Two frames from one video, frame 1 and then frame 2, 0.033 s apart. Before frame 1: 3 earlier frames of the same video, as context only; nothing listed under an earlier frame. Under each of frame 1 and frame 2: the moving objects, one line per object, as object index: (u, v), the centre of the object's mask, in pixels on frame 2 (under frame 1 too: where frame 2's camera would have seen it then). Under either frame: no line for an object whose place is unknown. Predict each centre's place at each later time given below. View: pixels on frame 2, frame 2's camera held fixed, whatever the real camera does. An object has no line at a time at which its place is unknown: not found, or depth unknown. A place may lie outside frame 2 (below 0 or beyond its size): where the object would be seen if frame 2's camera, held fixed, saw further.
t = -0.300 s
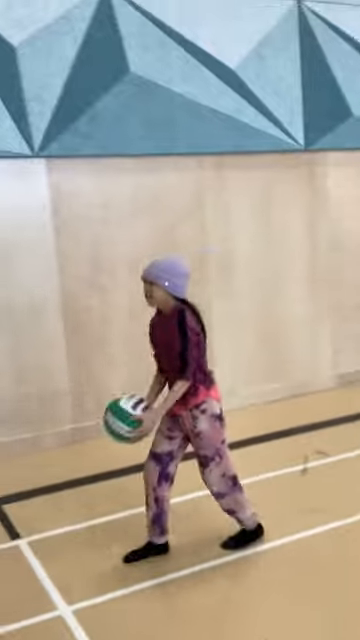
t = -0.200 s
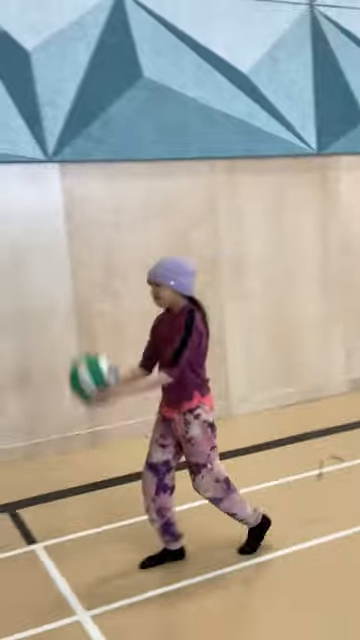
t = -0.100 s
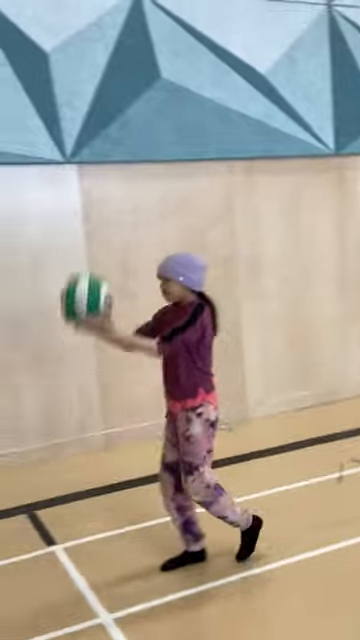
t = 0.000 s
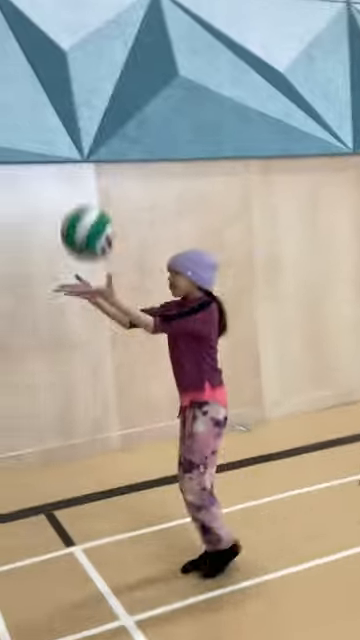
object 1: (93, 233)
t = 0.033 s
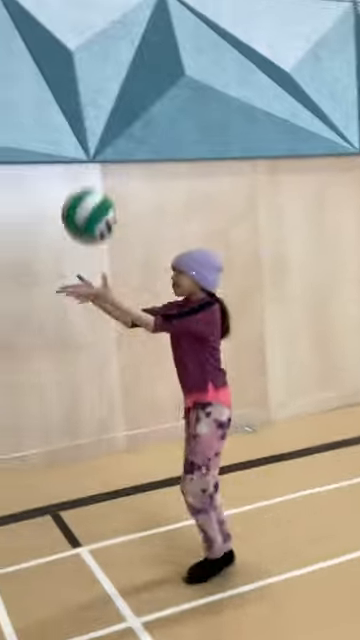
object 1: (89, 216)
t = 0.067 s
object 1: (83, 201)
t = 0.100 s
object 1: (79, 188)
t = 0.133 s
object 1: (74, 179)
